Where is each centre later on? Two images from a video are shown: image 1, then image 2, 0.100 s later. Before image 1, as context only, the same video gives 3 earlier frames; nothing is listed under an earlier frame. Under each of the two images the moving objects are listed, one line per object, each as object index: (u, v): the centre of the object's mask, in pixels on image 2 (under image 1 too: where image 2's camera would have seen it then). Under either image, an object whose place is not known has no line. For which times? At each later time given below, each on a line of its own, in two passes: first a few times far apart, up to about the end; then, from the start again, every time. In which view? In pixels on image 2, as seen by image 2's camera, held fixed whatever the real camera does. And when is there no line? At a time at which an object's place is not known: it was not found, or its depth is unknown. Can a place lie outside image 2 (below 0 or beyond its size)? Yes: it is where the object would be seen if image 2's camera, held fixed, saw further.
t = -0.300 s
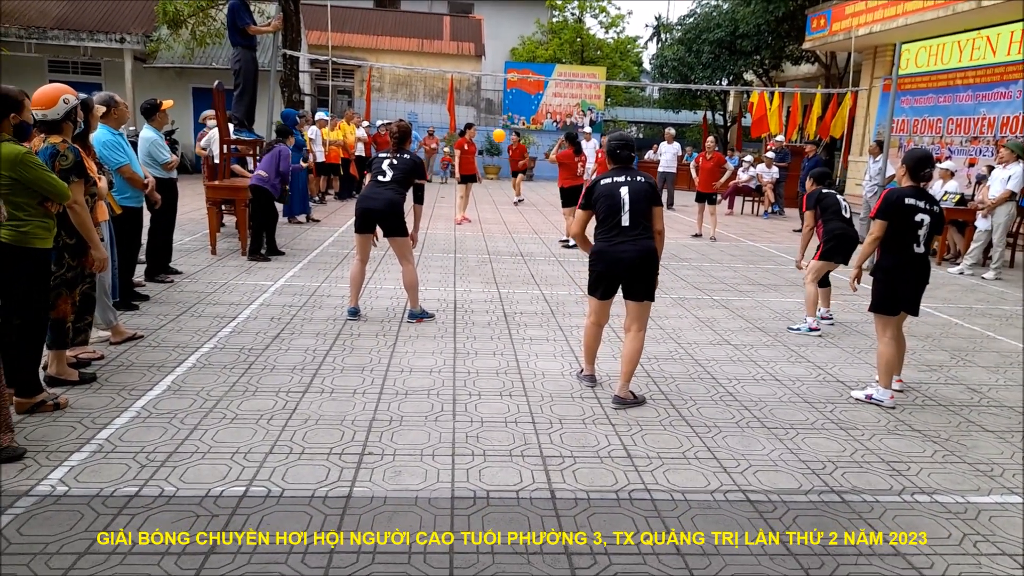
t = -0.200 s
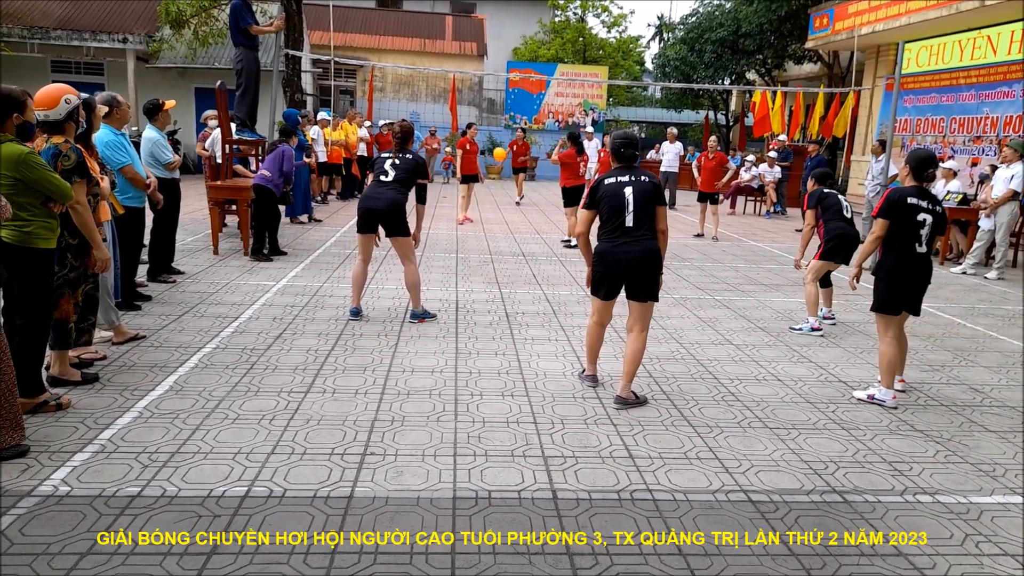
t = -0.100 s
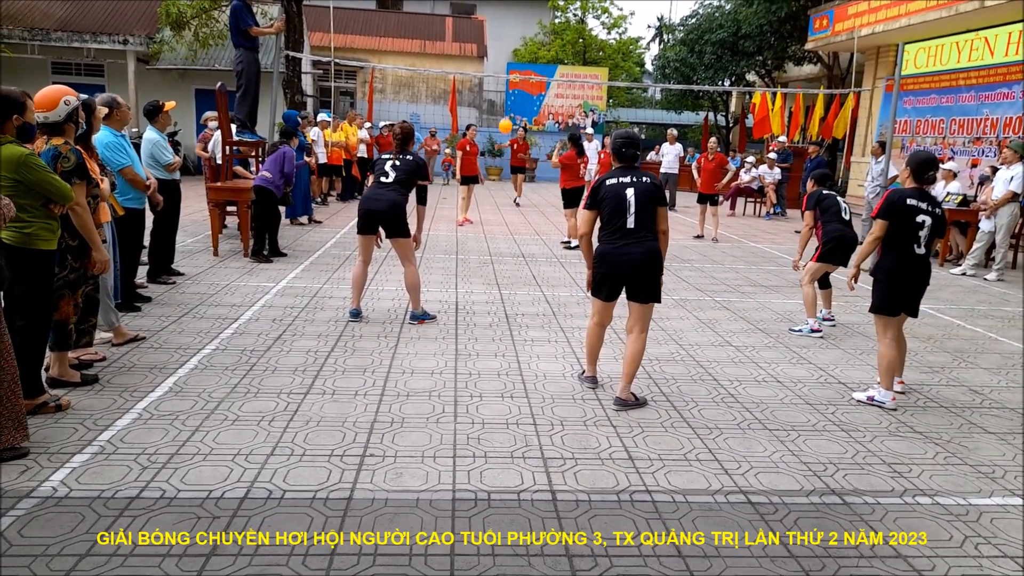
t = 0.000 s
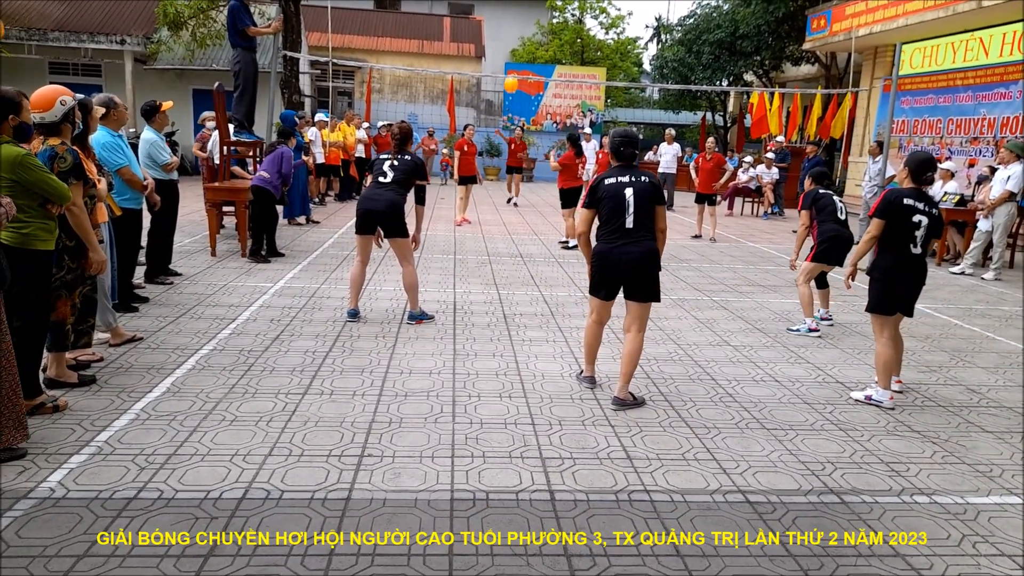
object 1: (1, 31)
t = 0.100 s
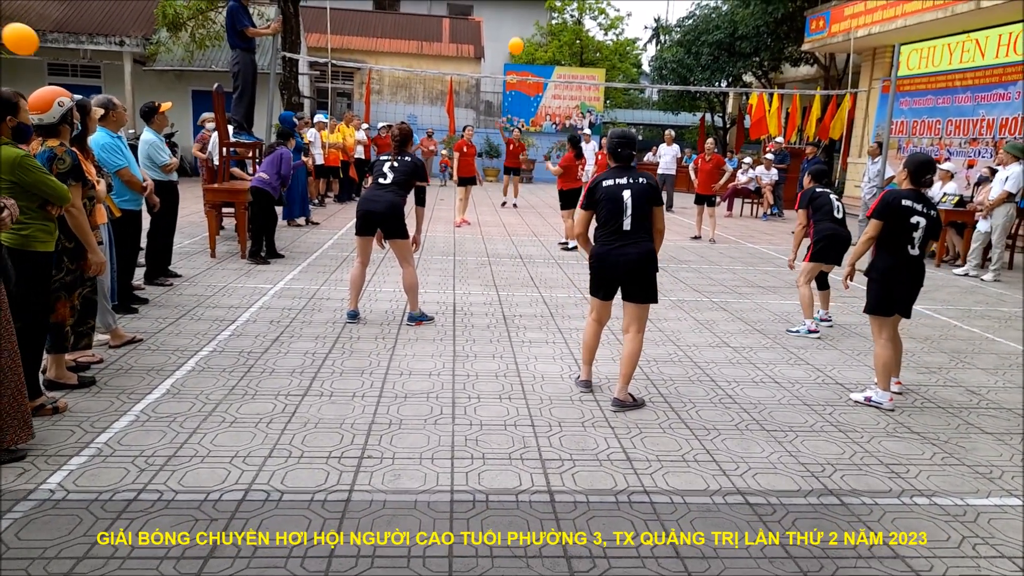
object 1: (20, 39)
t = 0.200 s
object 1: (54, 60)
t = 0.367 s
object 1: (83, 83)
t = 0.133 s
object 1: (32, 45)
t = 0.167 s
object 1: (43, 52)
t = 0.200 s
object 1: (54, 60)
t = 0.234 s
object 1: (65, 69)
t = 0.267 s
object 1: (76, 78)
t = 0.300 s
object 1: (86, 86)
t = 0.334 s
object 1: (89, 88)
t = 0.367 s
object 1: (83, 83)
